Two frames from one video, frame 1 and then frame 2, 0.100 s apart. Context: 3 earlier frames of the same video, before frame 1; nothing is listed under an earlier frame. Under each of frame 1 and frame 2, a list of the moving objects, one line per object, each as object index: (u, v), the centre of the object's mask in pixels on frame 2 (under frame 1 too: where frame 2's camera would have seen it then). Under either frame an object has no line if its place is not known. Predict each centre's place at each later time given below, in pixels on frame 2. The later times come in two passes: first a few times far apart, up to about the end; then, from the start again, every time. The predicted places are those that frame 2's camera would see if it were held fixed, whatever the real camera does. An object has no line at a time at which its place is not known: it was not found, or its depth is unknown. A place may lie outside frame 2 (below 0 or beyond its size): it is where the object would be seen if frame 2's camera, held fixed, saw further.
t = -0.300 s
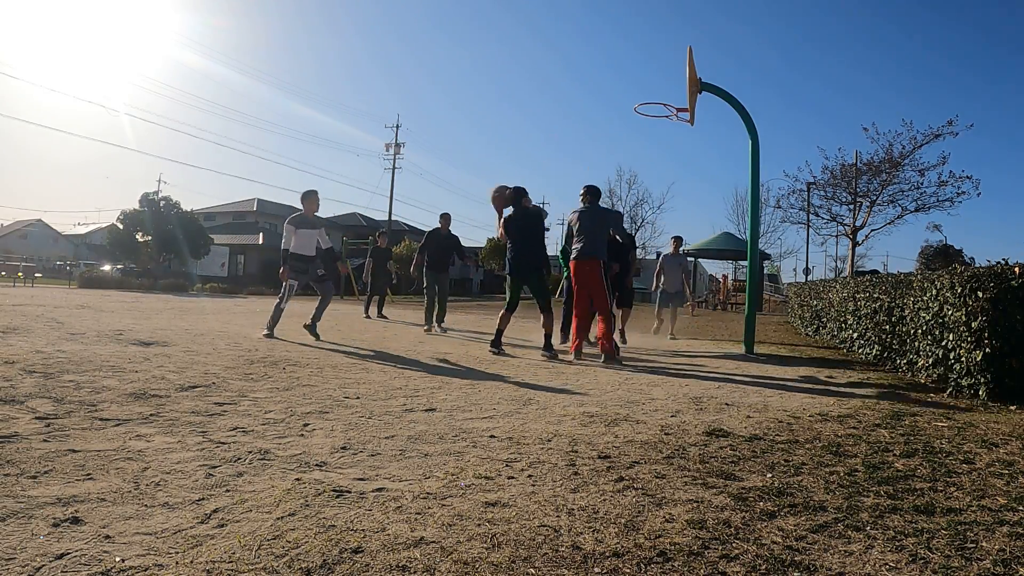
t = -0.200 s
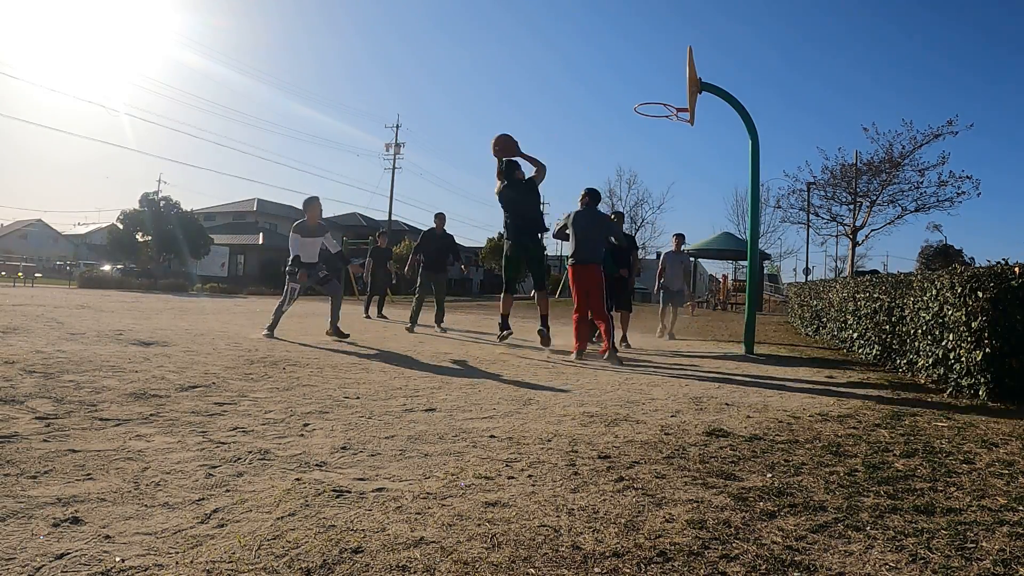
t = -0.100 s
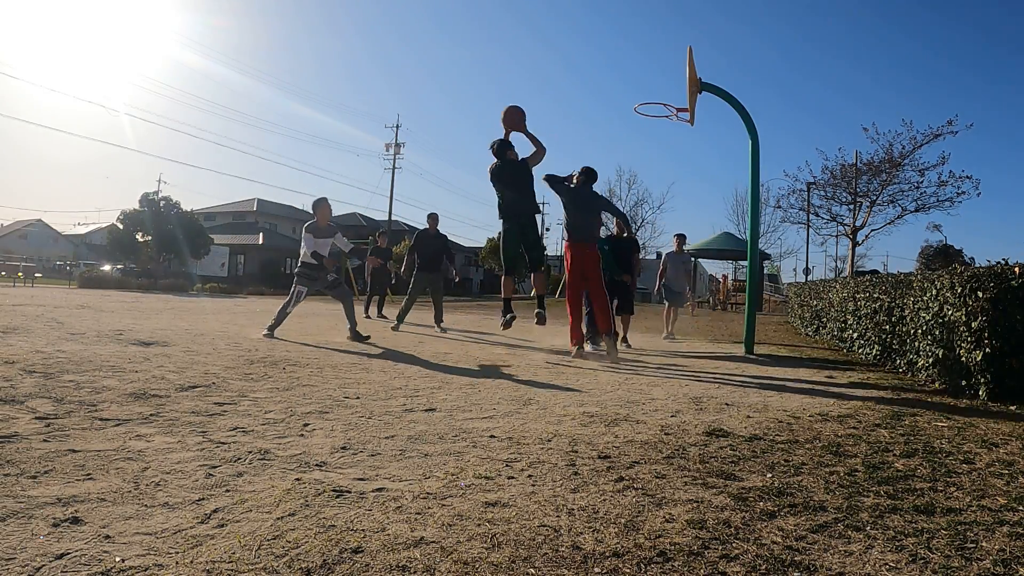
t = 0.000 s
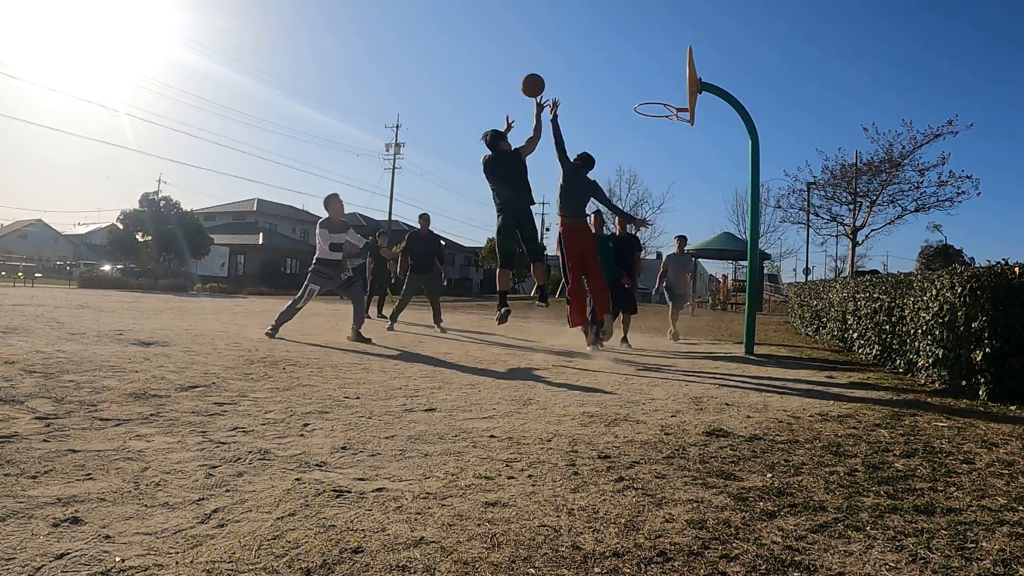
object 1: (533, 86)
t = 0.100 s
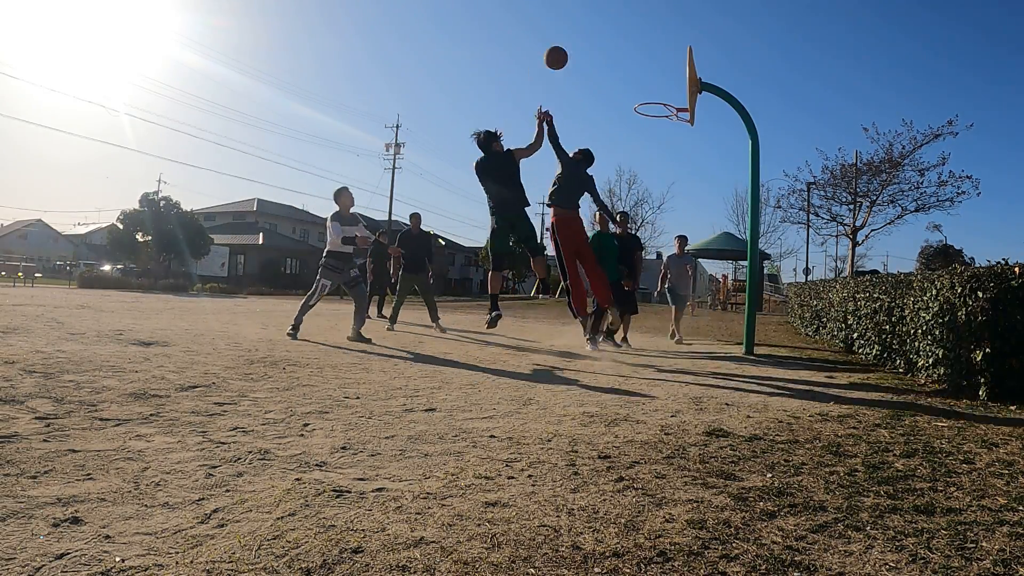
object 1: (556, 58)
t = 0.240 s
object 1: (586, 37)
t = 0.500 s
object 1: (635, 45)
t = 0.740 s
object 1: (675, 97)
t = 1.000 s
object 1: (674, 72)
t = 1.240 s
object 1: (667, 98)
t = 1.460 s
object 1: (649, 89)
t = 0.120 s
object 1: (560, 54)
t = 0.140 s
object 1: (565, 50)
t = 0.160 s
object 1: (569, 47)
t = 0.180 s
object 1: (574, 44)
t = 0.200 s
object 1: (578, 41)
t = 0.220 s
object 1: (582, 39)
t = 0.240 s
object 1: (586, 37)
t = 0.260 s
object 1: (590, 36)
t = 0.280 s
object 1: (594, 35)
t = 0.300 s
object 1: (598, 34)
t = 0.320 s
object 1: (602, 34)
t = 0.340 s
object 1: (605, 33)
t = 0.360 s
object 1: (609, 34)
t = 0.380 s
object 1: (613, 34)
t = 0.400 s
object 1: (617, 36)
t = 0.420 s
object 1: (620, 37)
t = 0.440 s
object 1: (624, 38)
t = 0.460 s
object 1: (628, 40)
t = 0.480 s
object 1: (631, 43)
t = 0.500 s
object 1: (635, 45)
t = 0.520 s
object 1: (639, 48)
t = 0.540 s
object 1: (642, 51)
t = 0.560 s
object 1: (645, 55)
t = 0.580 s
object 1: (649, 59)
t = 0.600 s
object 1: (652, 63)
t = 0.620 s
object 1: (656, 67)
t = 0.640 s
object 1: (659, 72)
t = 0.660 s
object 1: (662, 77)
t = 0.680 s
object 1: (666, 82)
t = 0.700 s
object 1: (669, 88)
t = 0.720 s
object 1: (672, 94)
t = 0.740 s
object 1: (675, 97)
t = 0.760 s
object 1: (676, 93)
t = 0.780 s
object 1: (676, 89)
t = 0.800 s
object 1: (677, 85)
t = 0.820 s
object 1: (678, 82)
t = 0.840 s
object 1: (678, 79)
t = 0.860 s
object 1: (678, 77)
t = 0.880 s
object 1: (677, 75)
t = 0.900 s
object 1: (677, 74)
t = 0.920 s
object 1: (676, 73)
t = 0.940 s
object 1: (676, 72)
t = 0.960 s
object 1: (675, 72)
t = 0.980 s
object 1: (675, 72)
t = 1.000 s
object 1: (674, 72)
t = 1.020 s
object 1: (673, 72)
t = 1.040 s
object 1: (673, 73)
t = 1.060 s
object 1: (672, 74)
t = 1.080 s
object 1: (672, 75)
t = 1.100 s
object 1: (671, 77)
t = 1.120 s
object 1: (671, 79)
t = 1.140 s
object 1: (670, 81)
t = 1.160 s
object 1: (669, 84)
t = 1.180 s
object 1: (669, 87)
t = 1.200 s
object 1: (668, 90)
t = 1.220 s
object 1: (667, 94)
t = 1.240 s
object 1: (667, 98)
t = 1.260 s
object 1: (666, 102)
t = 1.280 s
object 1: (666, 106)
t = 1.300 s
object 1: (664, 104)
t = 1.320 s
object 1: (662, 101)
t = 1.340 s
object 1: (660, 98)
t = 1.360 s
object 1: (659, 96)
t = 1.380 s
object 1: (656, 94)
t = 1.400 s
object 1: (655, 92)
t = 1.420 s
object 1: (653, 91)
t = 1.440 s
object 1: (651, 90)
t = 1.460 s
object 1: (649, 89)
